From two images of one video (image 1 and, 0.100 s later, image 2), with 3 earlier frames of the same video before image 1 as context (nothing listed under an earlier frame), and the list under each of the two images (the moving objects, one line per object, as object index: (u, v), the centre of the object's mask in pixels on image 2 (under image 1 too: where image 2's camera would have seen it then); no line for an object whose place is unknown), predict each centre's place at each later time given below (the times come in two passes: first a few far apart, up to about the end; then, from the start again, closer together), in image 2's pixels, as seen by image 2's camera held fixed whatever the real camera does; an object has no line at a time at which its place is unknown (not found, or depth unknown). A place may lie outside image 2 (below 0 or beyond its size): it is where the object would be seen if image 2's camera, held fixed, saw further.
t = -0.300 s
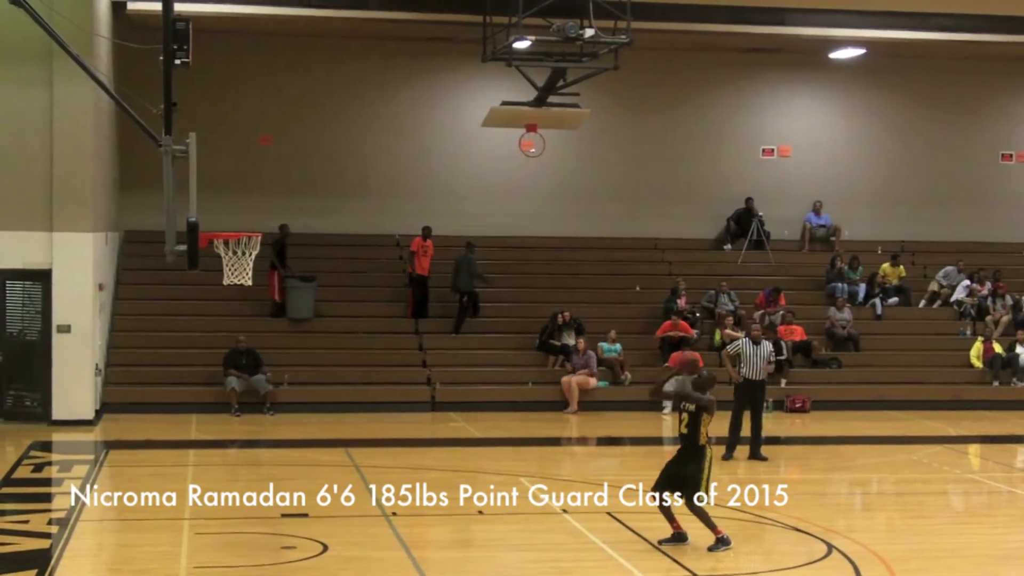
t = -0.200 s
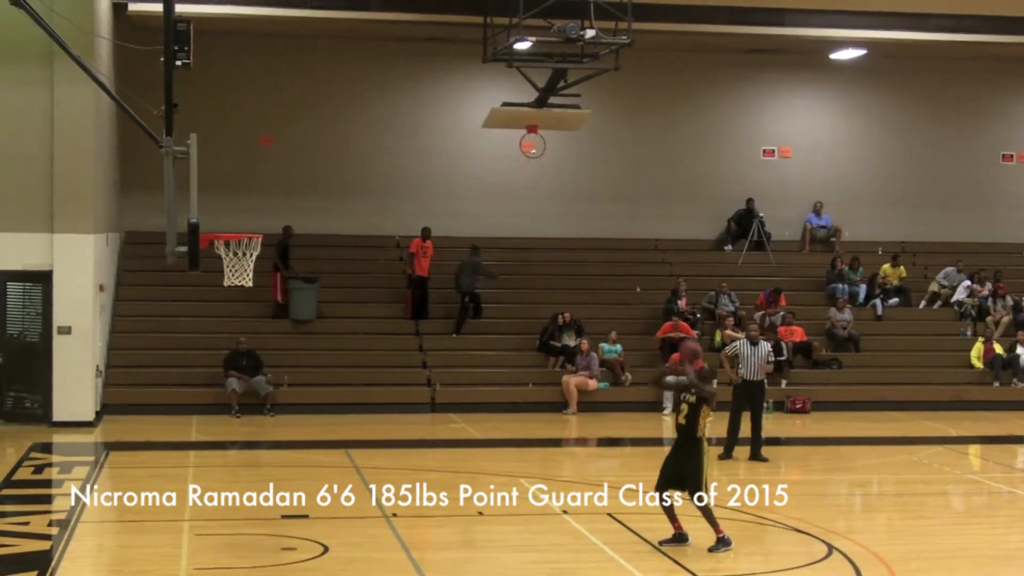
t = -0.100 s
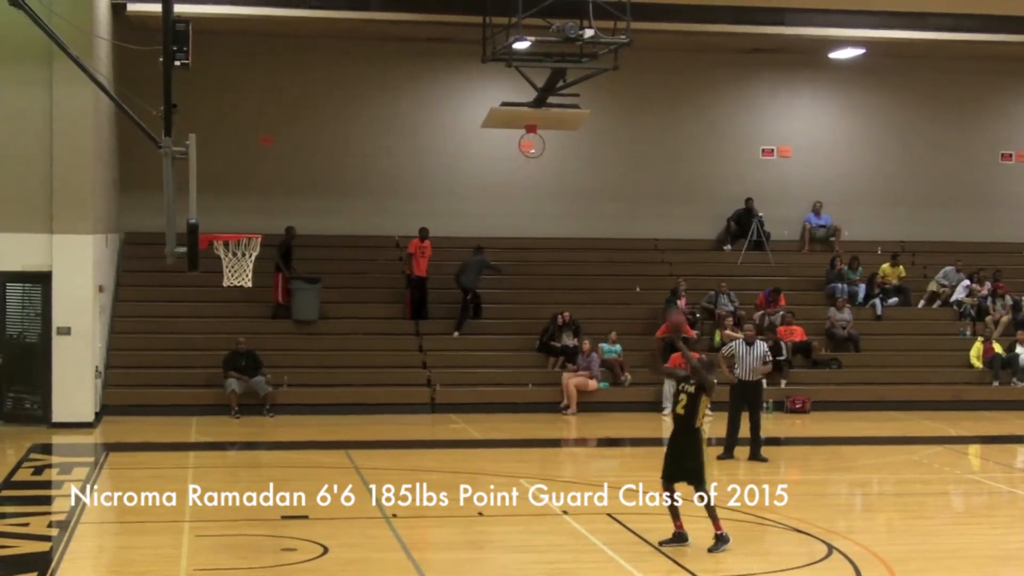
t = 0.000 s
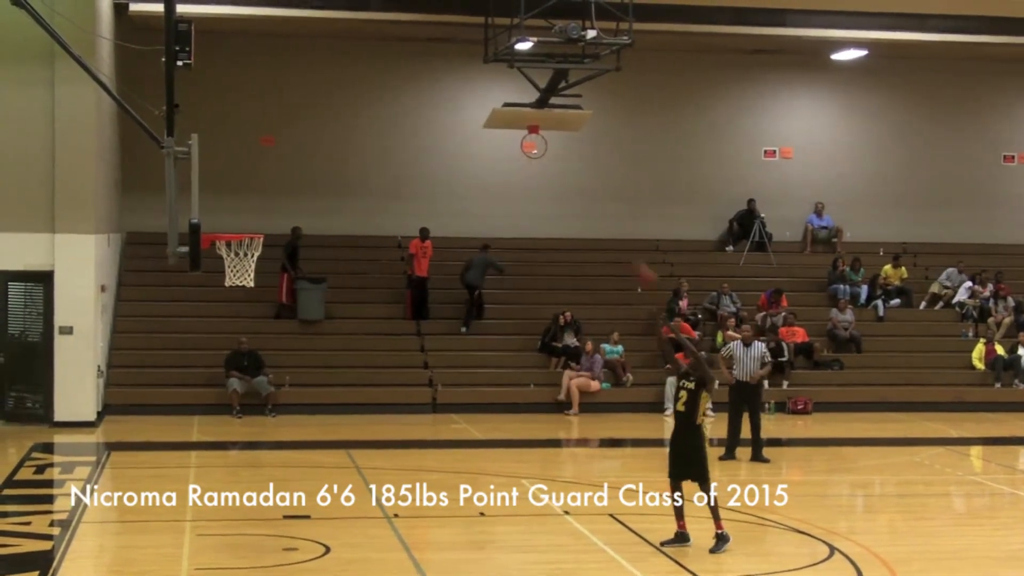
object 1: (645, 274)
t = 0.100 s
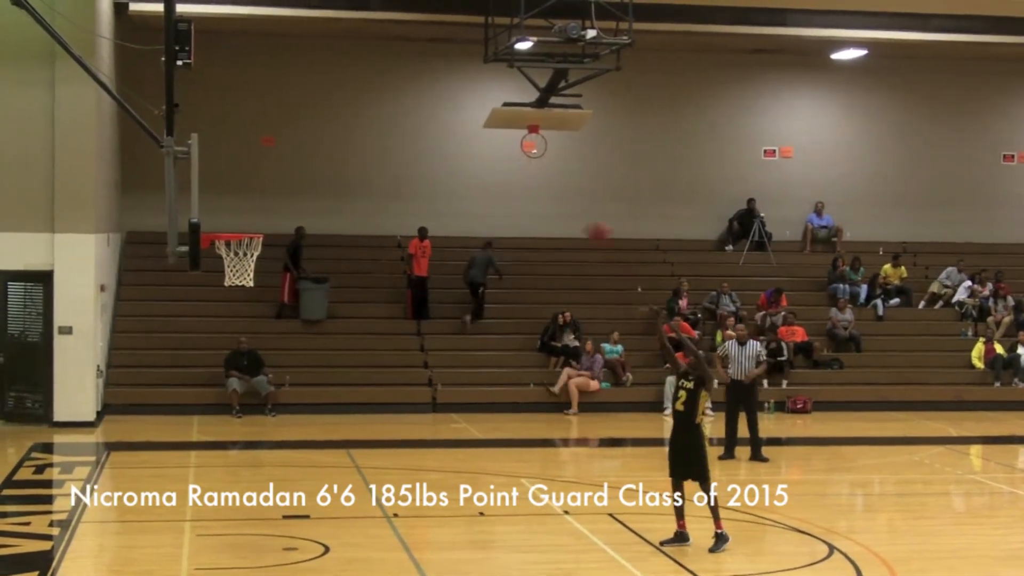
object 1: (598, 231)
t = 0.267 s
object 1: (524, 181)
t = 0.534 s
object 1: (402, 151)
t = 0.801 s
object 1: (277, 191)
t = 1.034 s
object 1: (235, 225)
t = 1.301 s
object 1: (218, 207)
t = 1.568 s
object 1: (237, 223)
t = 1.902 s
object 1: (252, 277)
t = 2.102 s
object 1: (241, 296)
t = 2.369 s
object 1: (223, 392)
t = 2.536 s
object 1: (211, 488)
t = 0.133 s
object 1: (584, 221)
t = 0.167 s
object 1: (570, 210)
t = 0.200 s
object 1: (555, 199)
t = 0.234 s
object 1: (539, 189)
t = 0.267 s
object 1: (524, 181)
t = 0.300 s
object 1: (509, 173)
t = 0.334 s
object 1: (494, 166)
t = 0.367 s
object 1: (478, 161)
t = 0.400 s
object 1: (463, 157)
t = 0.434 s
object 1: (448, 154)
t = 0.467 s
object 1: (433, 152)
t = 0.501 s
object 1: (417, 151)
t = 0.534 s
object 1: (402, 151)
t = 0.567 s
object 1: (386, 153)
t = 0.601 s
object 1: (372, 154)
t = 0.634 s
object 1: (357, 157)
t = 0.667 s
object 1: (339, 163)
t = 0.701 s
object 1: (326, 167)
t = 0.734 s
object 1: (310, 174)
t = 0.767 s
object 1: (293, 182)
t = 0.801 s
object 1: (277, 191)
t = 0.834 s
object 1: (261, 202)
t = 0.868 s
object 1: (245, 214)
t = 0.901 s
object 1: (231, 223)
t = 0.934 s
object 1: (231, 228)
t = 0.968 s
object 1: (245, 228)
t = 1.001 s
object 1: (245, 228)
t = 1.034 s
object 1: (235, 225)
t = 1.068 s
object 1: (226, 224)
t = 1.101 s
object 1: (219, 221)
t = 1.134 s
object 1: (215, 217)
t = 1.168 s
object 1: (213, 214)
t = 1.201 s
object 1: (211, 211)
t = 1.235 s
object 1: (213, 208)
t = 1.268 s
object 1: (216, 206)
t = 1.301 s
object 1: (218, 207)
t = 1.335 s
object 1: (220, 208)
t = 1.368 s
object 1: (222, 209)
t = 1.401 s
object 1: (225, 213)
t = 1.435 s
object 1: (228, 218)
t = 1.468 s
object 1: (231, 222)
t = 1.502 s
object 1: (233, 223)
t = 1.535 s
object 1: (235, 223)
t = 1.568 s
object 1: (237, 223)
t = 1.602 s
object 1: (239, 224)
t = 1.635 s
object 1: (241, 226)
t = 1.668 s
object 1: (243, 228)
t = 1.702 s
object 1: (245, 230)
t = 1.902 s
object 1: (252, 277)
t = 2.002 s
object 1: (244, 285)
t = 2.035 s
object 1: (246, 288)
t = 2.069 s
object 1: (242, 292)
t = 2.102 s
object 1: (241, 296)
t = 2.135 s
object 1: (238, 302)
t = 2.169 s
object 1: (236, 312)
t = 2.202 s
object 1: (234, 322)
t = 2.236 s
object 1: (232, 333)
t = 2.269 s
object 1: (229, 348)
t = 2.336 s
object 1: (226, 375)
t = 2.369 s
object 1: (223, 392)
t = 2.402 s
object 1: (222, 407)
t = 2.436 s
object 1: (218, 430)
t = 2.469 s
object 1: (217, 452)
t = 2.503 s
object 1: (213, 472)
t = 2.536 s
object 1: (211, 488)
